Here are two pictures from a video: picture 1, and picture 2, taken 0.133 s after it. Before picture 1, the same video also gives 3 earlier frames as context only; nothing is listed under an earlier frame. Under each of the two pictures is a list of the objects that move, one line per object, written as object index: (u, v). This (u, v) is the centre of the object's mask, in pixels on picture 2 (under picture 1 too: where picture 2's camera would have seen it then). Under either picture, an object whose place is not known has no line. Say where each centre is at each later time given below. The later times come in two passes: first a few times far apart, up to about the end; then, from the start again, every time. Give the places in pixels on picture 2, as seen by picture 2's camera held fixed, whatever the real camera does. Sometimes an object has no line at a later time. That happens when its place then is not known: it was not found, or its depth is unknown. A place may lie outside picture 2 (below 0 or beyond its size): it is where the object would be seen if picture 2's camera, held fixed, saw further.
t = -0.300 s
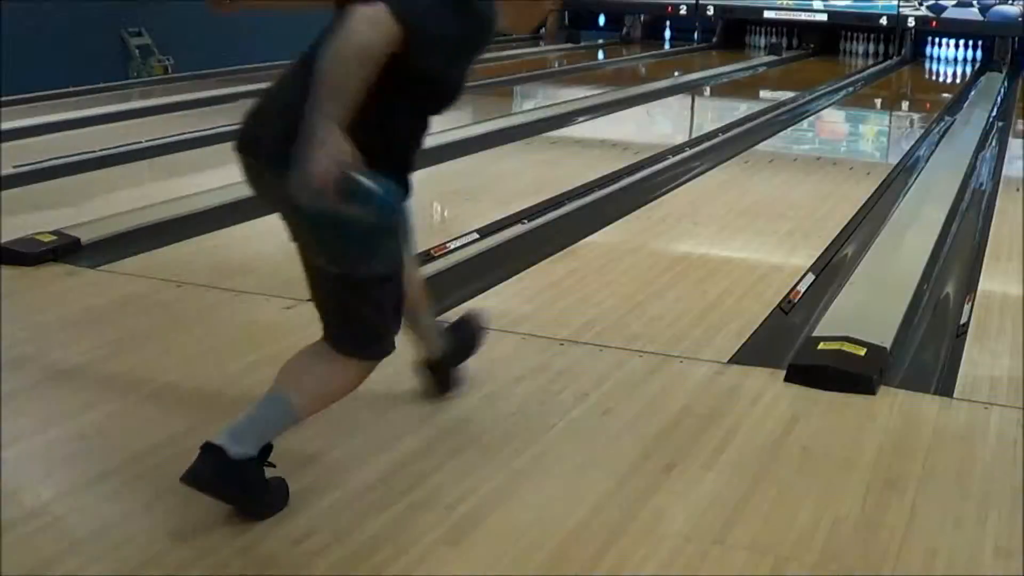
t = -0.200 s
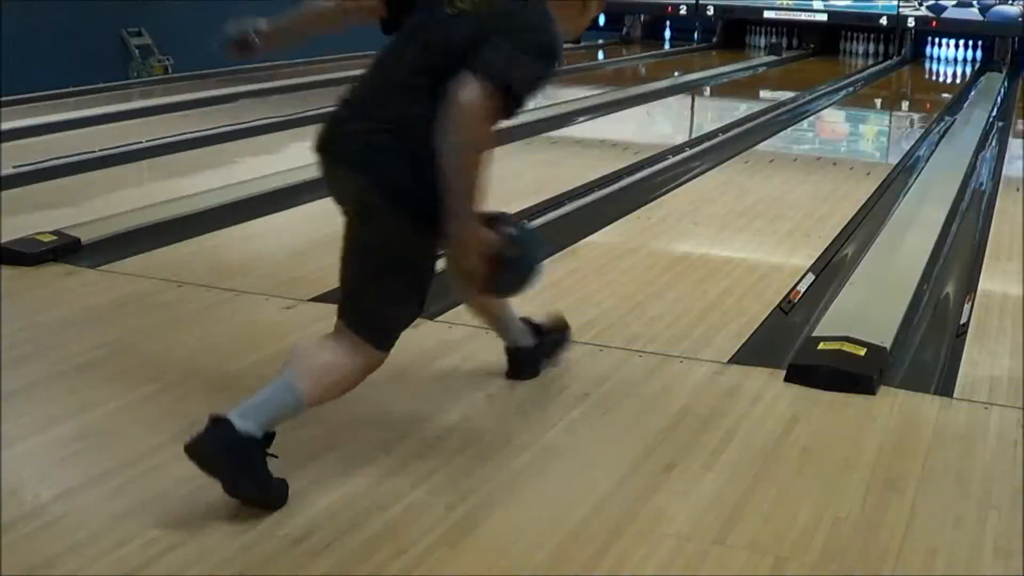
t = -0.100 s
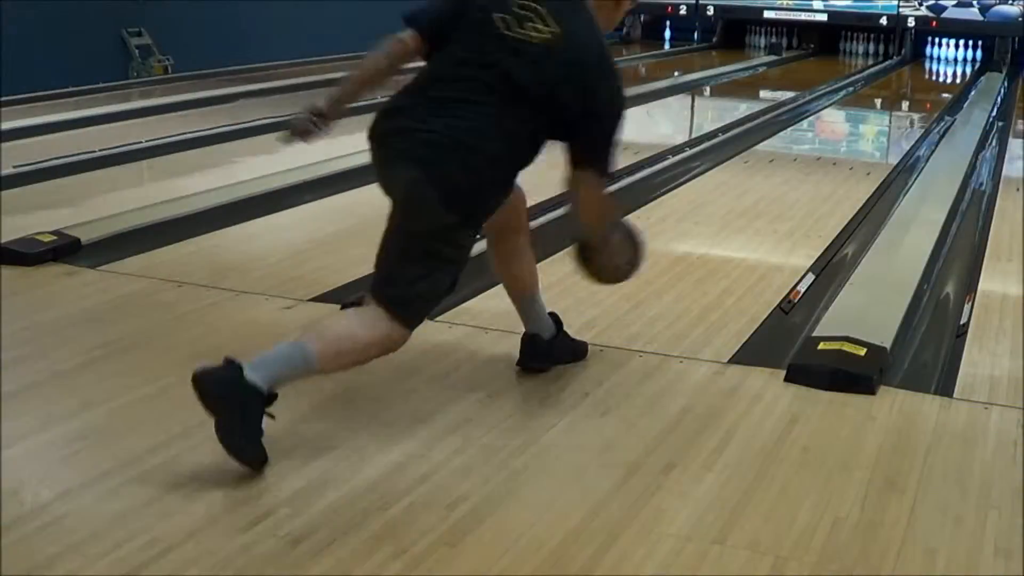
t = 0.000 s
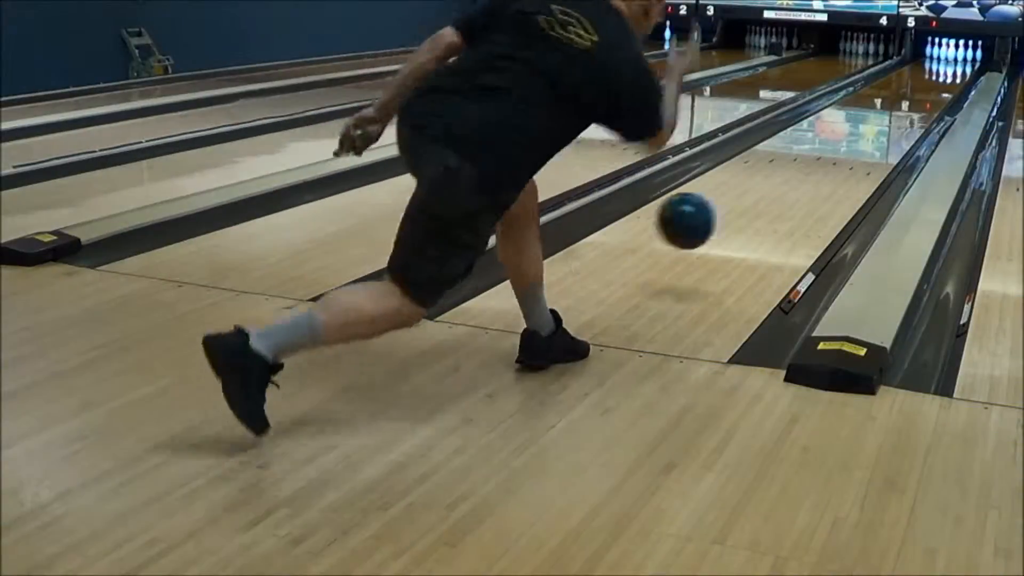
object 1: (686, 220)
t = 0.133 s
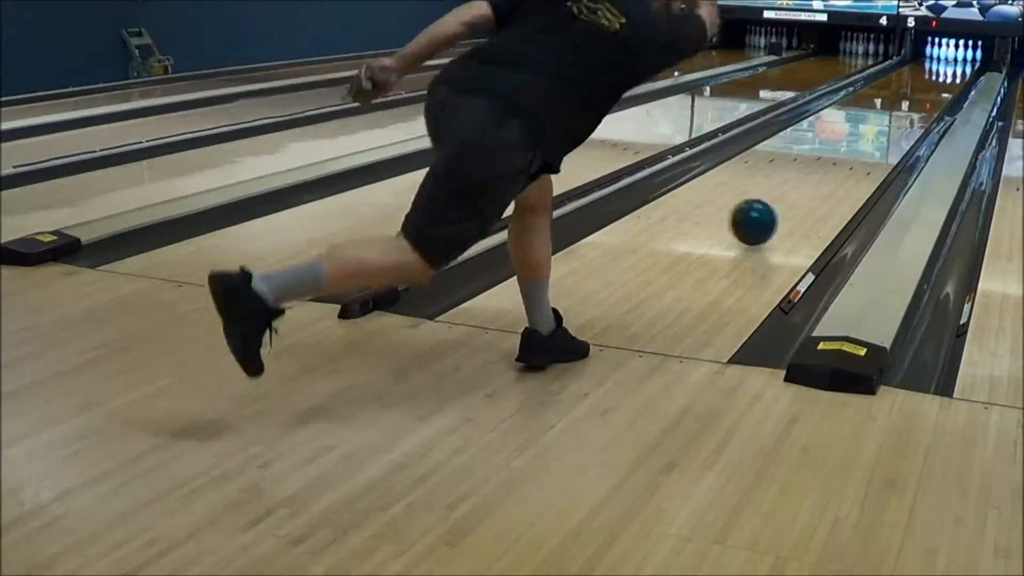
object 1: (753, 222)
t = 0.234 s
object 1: (791, 194)
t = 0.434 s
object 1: (843, 158)
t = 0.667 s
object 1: (882, 128)
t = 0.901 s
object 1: (907, 107)
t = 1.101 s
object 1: (923, 95)
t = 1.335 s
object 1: (937, 82)
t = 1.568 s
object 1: (946, 74)
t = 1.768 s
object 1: (950, 68)
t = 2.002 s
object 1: (954, 61)
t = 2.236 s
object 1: (954, 57)
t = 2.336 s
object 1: (958, 55)
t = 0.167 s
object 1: (768, 212)
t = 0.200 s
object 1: (780, 202)
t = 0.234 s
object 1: (791, 194)
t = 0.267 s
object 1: (801, 189)
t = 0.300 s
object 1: (811, 182)
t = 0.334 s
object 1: (820, 175)
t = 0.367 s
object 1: (829, 169)
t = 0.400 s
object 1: (836, 163)
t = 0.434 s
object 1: (843, 158)
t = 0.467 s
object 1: (849, 153)
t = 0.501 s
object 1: (856, 148)
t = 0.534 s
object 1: (862, 143)
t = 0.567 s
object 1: (867, 139)
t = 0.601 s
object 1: (873, 135)
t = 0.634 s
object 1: (877, 131)
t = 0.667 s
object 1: (882, 128)
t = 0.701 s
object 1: (886, 124)
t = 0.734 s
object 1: (890, 121)
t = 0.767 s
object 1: (895, 118)
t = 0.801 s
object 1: (898, 115)
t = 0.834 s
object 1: (902, 112)
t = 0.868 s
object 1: (905, 110)
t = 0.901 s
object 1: (907, 107)
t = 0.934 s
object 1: (911, 105)
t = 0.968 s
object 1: (914, 103)
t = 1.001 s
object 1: (916, 101)
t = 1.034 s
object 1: (918, 99)
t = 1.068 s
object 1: (921, 97)
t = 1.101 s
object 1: (923, 95)
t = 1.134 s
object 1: (926, 93)
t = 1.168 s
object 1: (928, 92)
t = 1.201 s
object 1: (930, 90)
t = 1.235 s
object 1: (932, 88)
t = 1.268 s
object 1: (932, 87)
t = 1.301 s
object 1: (935, 84)
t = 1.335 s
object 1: (937, 82)
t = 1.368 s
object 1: (939, 81)
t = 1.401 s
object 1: (940, 80)
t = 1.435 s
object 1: (942, 79)
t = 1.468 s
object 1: (943, 78)
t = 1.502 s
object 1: (944, 76)
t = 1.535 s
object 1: (945, 75)
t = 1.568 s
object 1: (946, 74)
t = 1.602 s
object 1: (947, 73)
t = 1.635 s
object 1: (947, 71)
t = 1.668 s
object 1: (948, 70)
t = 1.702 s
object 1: (948, 69)
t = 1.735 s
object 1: (949, 68)
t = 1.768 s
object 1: (950, 68)
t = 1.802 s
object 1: (951, 67)
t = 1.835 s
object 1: (952, 66)
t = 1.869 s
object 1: (953, 65)
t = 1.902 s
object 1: (953, 64)
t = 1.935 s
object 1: (954, 63)
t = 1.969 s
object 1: (954, 62)
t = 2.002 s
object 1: (954, 61)
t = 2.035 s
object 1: (954, 61)
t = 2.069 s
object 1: (954, 60)
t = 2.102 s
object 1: (954, 60)
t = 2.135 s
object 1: (954, 59)
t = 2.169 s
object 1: (955, 58)
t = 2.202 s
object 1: (954, 58)
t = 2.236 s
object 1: (954, 57)
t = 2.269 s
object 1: (957, 56)
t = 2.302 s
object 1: (957, 56)
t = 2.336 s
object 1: (958, 55)
